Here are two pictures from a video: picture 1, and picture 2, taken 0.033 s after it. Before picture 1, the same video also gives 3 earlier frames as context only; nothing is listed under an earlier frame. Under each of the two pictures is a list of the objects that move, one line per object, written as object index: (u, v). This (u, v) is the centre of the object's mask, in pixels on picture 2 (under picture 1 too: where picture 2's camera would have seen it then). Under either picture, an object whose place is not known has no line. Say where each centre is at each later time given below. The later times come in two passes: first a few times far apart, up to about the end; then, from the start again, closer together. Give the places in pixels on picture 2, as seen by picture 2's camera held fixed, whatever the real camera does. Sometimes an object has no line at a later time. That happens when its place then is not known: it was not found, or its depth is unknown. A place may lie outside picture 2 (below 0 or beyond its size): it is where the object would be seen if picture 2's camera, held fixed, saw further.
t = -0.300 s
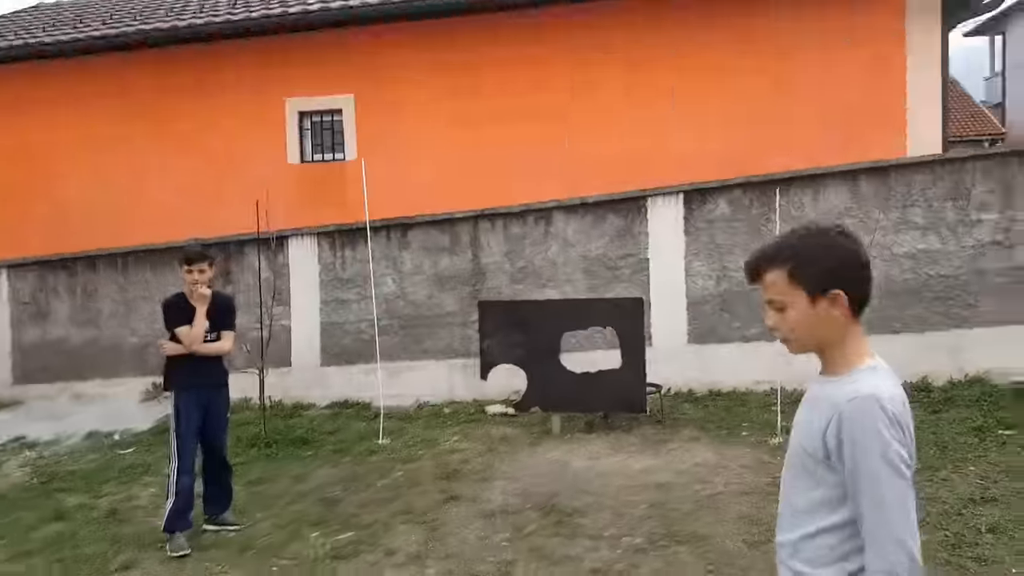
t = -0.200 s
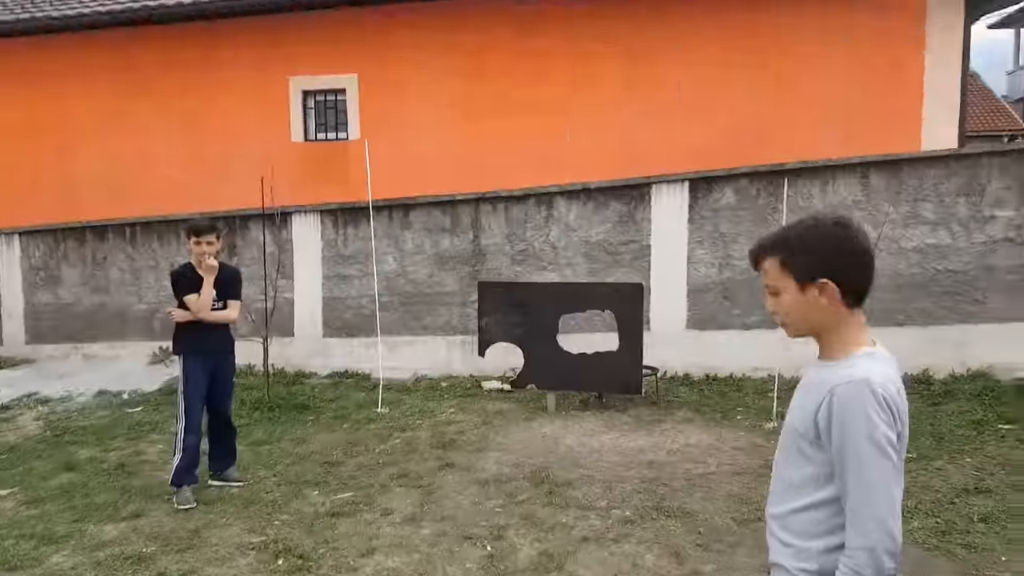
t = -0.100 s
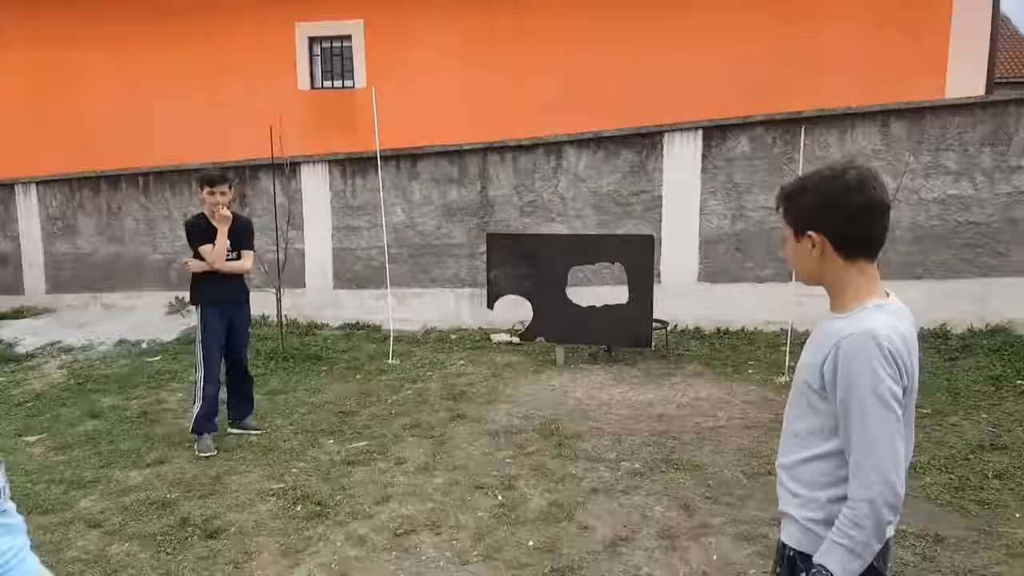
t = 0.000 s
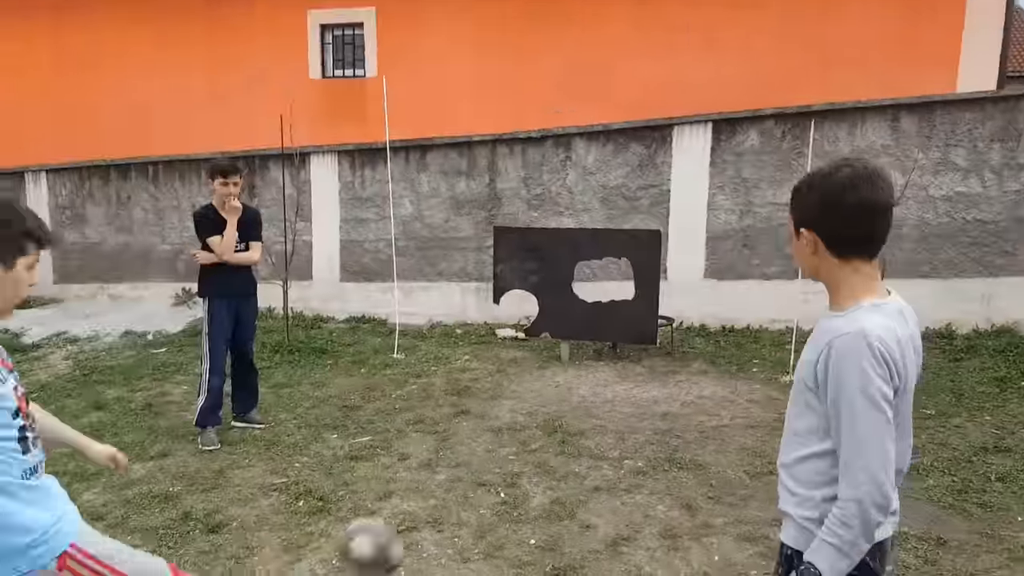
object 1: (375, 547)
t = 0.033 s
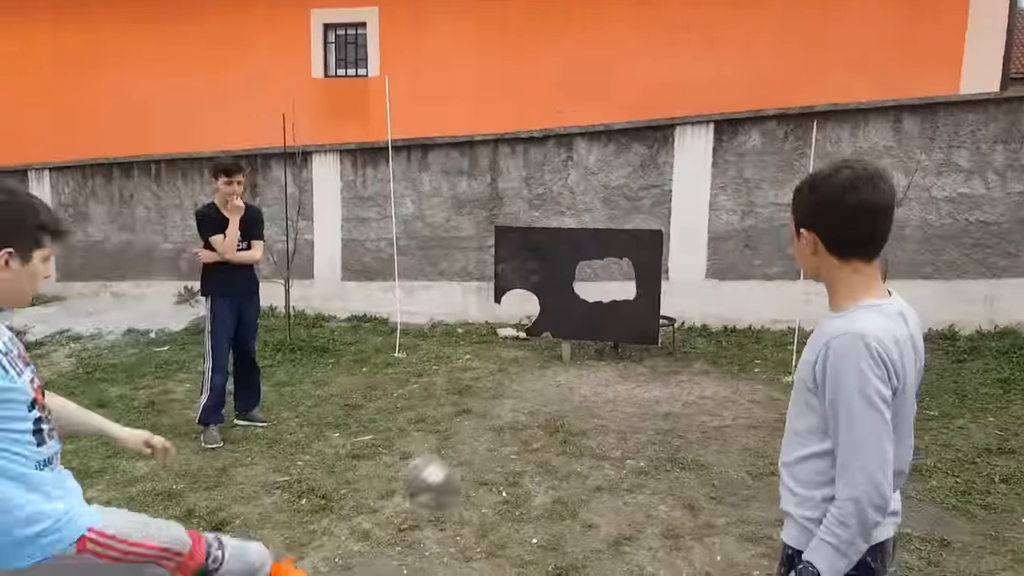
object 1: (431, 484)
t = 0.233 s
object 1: (617, 307)
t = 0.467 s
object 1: (670, 317)
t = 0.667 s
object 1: (710, 441)
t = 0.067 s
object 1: (477, 433)
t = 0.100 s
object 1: (516, 393)
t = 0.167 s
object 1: (576, 340)
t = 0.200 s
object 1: (597, 321)
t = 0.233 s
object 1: (617, 307)
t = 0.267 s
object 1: (633, 294)
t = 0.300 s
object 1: (646, 287)
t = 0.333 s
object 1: (652, 287)
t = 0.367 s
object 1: (655, 292)
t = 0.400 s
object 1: (660, 298)
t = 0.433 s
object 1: (665, 306)
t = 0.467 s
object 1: (670, 317)
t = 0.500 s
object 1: (676, 329)
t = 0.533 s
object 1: (681, 345)
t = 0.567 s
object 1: (687, 365)
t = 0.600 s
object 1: (695, 388)
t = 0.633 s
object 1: (703, 413)
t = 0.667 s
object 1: (710, 441)
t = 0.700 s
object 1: (711, 434)
